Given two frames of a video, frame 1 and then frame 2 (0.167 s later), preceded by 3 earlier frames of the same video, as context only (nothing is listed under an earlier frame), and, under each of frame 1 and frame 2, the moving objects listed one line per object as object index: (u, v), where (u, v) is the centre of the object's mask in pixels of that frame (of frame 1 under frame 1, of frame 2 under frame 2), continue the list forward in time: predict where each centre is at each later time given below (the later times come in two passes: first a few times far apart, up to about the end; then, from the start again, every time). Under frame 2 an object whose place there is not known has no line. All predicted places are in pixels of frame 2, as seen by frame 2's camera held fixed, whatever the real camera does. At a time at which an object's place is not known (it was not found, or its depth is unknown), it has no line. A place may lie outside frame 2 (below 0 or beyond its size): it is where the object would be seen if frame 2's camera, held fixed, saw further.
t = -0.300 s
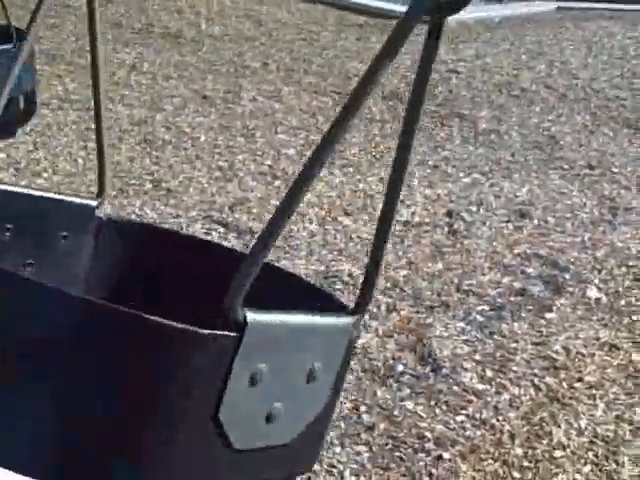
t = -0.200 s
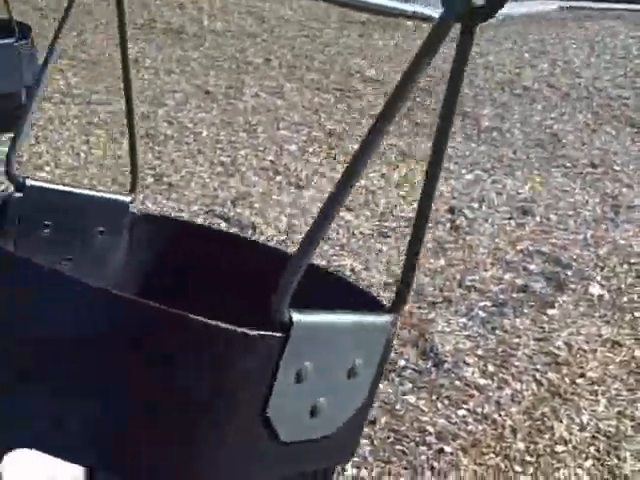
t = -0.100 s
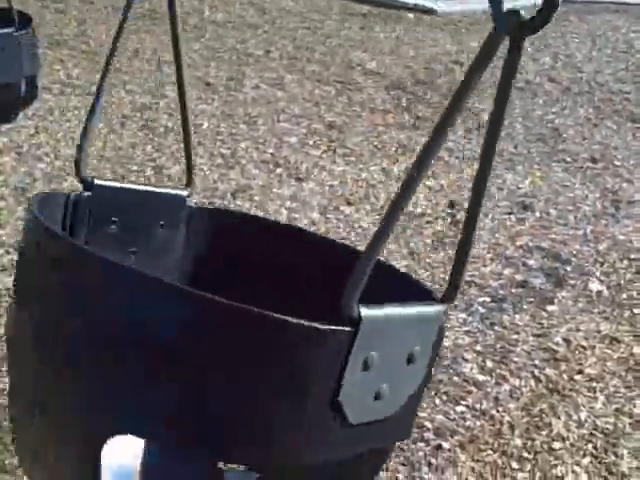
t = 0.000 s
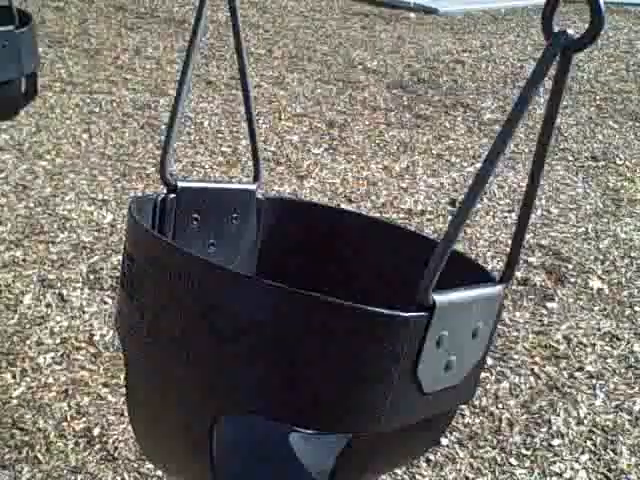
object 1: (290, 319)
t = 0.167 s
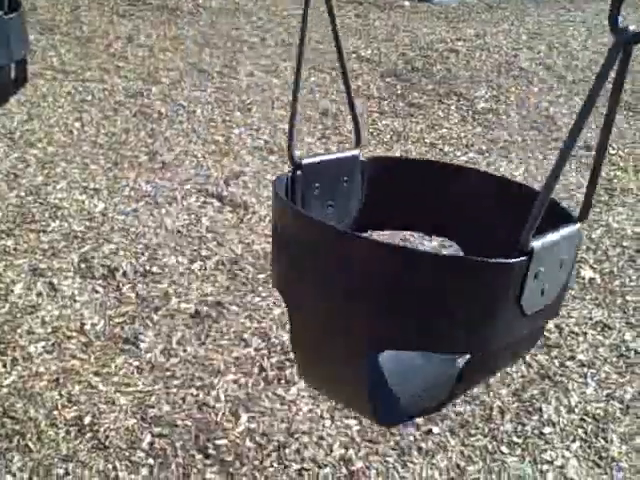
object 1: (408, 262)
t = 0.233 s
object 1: (451, 234)
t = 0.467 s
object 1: (545, 140)
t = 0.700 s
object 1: (566, 83)
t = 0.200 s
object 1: (430, 251)
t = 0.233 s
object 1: (451, 234)
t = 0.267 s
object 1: (470, 222)
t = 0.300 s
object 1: (490, 210)
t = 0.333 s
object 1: (506, 196)
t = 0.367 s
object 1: (515, 183)
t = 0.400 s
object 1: (529, 169)
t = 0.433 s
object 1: (542, 153)
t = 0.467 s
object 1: (545, 140)
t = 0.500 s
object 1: (550, 131)
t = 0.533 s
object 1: (558, 116)
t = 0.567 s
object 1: (563, 108)
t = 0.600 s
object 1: (570, 102)
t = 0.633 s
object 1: (564, 99)
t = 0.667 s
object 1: (562, 87)
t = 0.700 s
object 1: (566, 83)
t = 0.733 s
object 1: (569, 78)
